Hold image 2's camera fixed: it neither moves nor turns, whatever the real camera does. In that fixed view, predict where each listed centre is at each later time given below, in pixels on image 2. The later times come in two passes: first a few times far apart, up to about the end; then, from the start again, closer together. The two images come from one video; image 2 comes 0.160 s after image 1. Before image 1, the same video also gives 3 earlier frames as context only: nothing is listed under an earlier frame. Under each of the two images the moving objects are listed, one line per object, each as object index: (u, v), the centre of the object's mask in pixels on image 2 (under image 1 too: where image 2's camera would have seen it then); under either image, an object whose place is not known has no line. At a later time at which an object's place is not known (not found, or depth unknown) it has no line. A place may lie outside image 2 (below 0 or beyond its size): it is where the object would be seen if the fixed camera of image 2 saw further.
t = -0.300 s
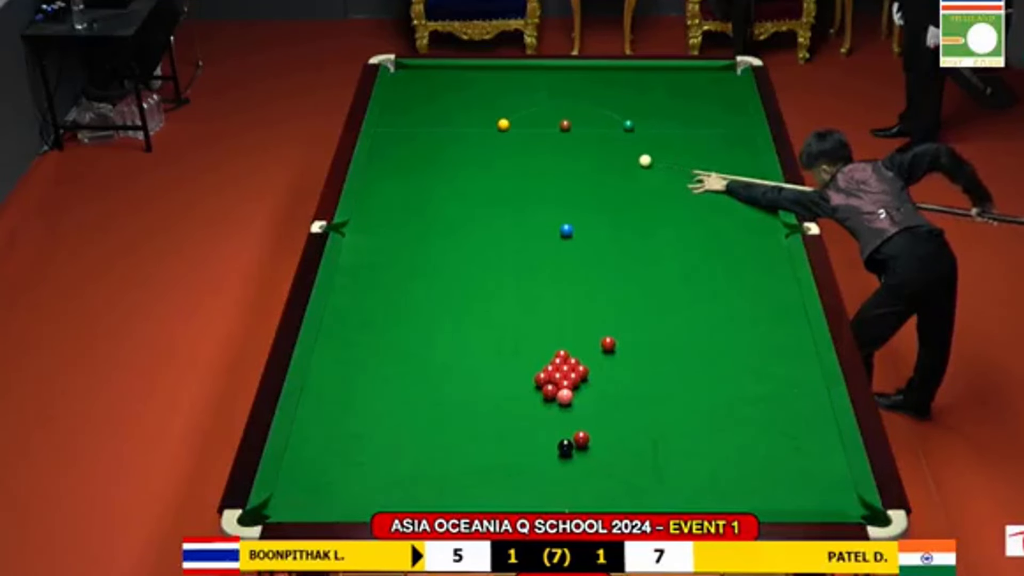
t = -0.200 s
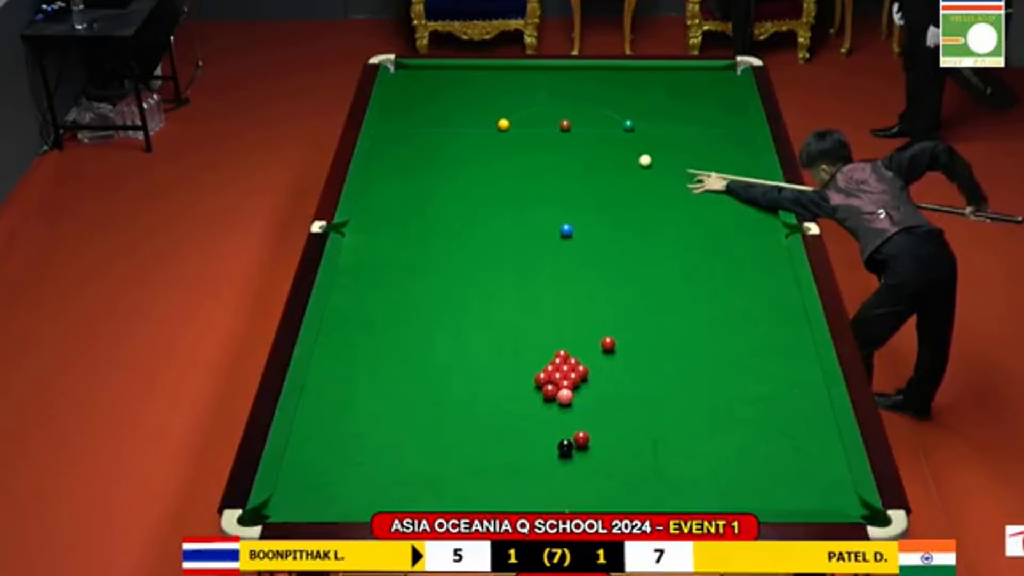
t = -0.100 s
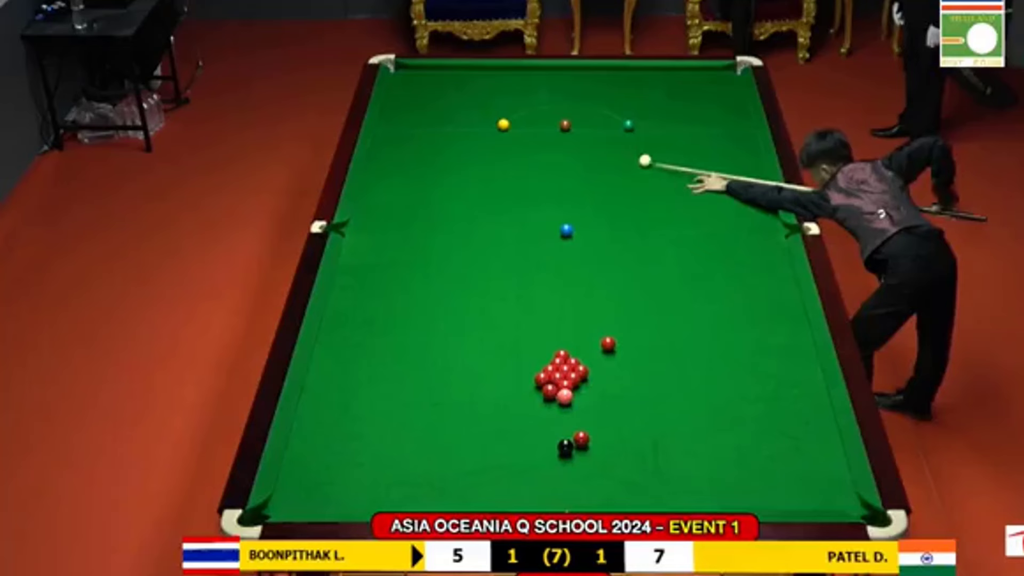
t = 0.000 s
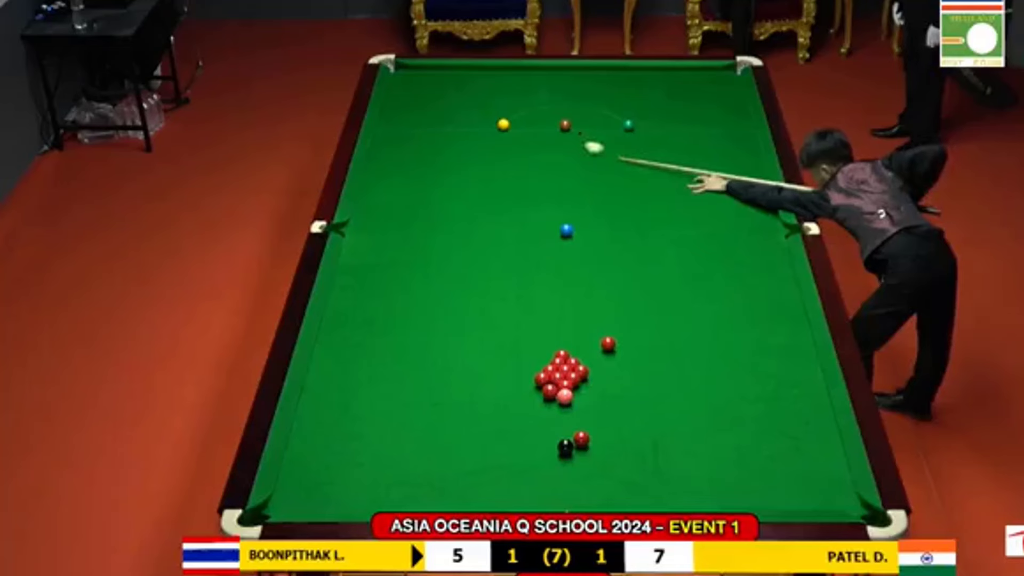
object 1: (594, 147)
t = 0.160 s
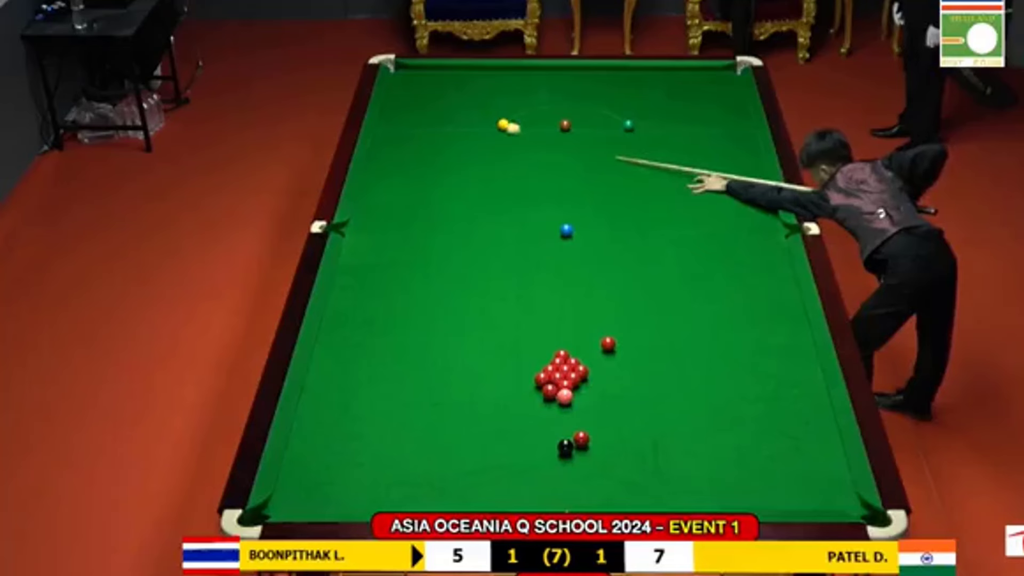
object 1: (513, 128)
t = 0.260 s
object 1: (496, 132)
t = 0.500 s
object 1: (470, 141)
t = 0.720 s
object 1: (447, 149)
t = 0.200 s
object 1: (504, 129)
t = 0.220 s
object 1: (501, 130)
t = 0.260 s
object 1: (496, 132)
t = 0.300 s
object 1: (490, 134)
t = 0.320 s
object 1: (488, 134)
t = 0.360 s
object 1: (484, 136)
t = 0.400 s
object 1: (480, 137)
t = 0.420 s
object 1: (478, 138)
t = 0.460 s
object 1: (474, 139)
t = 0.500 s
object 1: (470, 141)
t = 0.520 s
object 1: (468, 142)
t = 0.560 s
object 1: (464, 143)
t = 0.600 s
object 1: (460, 144)
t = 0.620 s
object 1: (457, 145)
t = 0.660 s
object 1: (454, 147)
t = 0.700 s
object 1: (450, 148)
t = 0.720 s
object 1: (447, 149)
